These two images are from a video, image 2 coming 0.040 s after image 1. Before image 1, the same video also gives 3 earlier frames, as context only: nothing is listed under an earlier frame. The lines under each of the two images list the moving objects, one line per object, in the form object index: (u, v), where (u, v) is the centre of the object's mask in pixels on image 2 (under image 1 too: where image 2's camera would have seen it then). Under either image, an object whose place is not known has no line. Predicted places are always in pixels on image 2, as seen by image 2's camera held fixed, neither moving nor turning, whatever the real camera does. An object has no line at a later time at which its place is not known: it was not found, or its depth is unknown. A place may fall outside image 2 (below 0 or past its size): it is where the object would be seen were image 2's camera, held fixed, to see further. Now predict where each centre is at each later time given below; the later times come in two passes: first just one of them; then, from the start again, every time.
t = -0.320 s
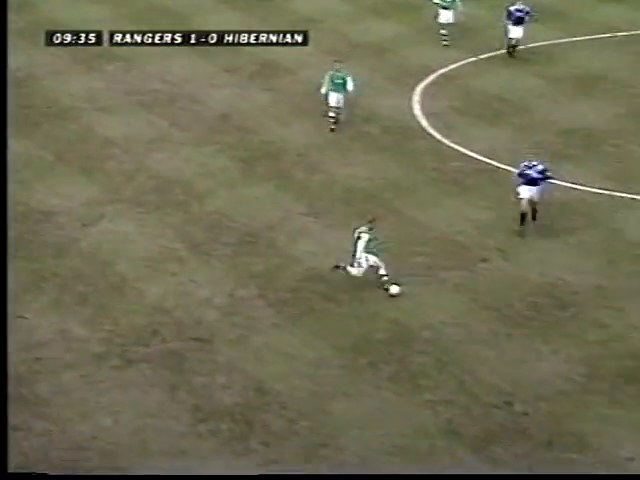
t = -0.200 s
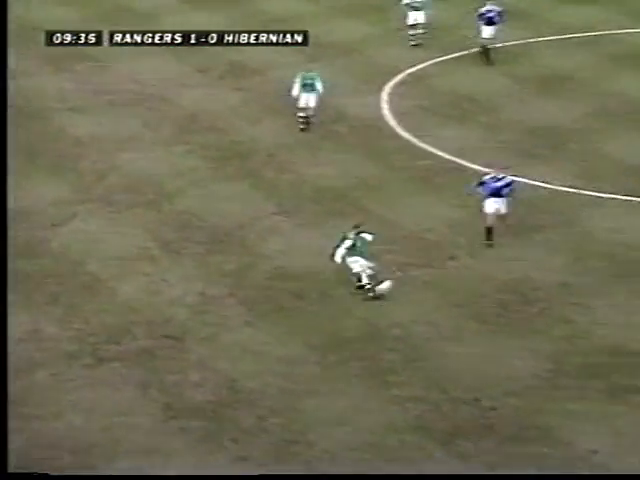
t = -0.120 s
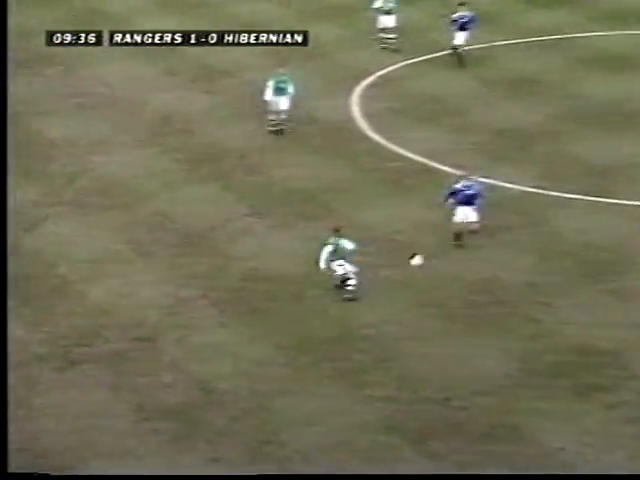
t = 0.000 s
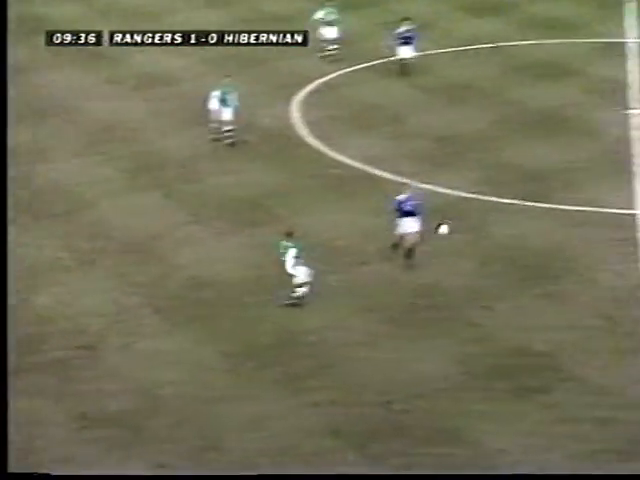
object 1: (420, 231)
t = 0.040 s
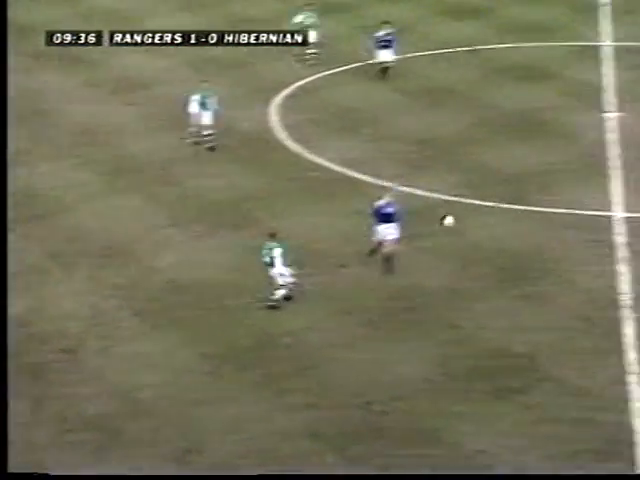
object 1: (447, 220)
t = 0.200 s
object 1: (550, 181)
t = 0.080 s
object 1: (473, 209)
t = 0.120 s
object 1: (500, 199)
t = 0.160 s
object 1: (526, 190)
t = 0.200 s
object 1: (550, 181)
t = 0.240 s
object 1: (576, 172)
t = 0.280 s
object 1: (600, 164)
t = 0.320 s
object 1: (625, 157)
